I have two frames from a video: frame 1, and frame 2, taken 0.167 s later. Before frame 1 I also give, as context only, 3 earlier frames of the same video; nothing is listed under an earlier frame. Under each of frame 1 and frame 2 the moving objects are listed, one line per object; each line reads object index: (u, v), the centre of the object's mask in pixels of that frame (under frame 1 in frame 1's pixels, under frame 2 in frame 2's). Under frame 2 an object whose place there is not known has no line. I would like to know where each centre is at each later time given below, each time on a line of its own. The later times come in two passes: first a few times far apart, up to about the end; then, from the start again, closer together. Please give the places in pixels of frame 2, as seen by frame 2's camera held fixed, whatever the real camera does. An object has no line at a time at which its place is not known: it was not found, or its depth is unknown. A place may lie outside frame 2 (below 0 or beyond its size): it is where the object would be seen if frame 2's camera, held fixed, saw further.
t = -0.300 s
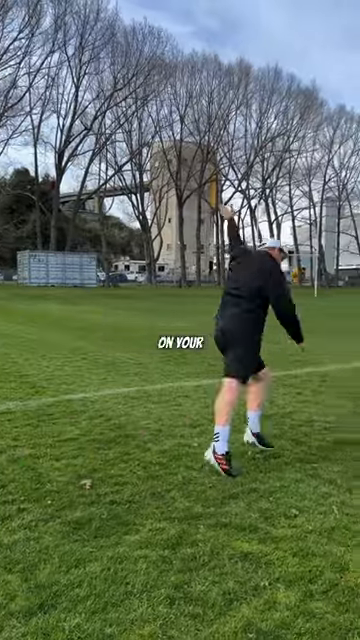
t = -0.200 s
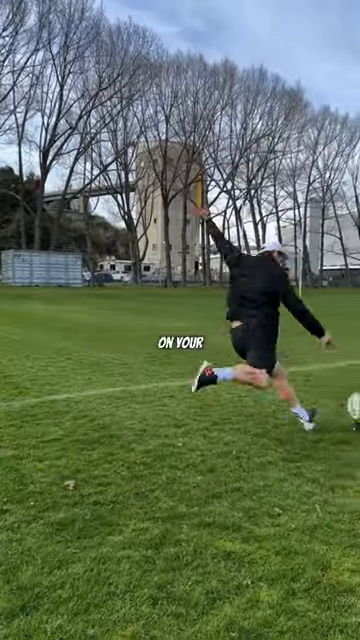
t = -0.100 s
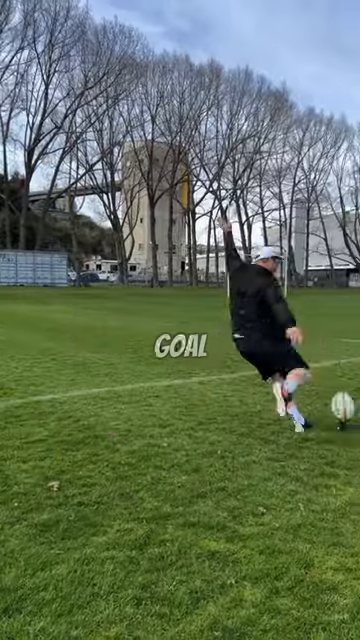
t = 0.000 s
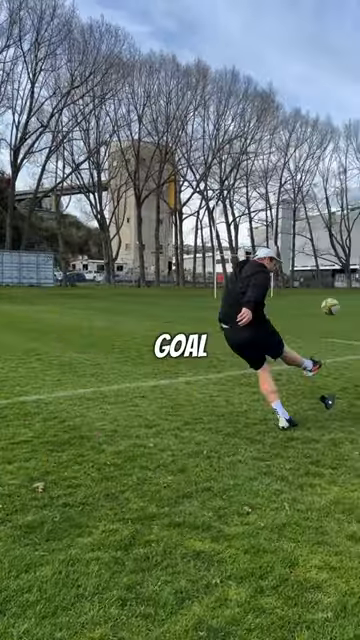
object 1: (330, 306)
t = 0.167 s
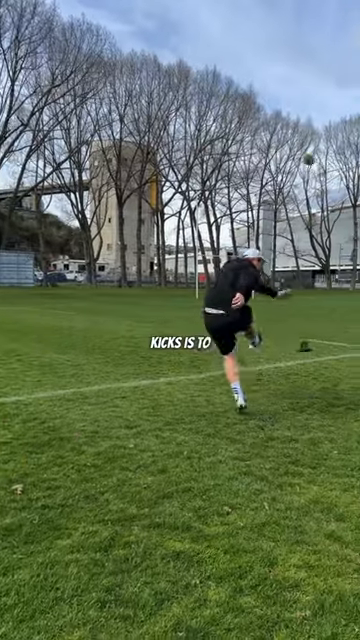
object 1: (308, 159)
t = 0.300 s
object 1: (304, 107)
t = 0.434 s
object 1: (298, 77)
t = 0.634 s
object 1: (288, 54)
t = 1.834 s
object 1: (242, 91)
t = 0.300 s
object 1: (304, 107)
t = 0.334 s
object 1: (302, 97)
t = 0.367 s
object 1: (301, 90)
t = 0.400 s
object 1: (299, 82)
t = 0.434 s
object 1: (298, 77)
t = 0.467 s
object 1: (296, 71)
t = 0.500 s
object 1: (295, 67)
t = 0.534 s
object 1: (293, 64)
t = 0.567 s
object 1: (291, 59)
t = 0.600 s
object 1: (290, 57)
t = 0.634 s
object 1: (288, 54)
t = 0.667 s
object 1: (287, 53)
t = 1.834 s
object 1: (242, 91)
